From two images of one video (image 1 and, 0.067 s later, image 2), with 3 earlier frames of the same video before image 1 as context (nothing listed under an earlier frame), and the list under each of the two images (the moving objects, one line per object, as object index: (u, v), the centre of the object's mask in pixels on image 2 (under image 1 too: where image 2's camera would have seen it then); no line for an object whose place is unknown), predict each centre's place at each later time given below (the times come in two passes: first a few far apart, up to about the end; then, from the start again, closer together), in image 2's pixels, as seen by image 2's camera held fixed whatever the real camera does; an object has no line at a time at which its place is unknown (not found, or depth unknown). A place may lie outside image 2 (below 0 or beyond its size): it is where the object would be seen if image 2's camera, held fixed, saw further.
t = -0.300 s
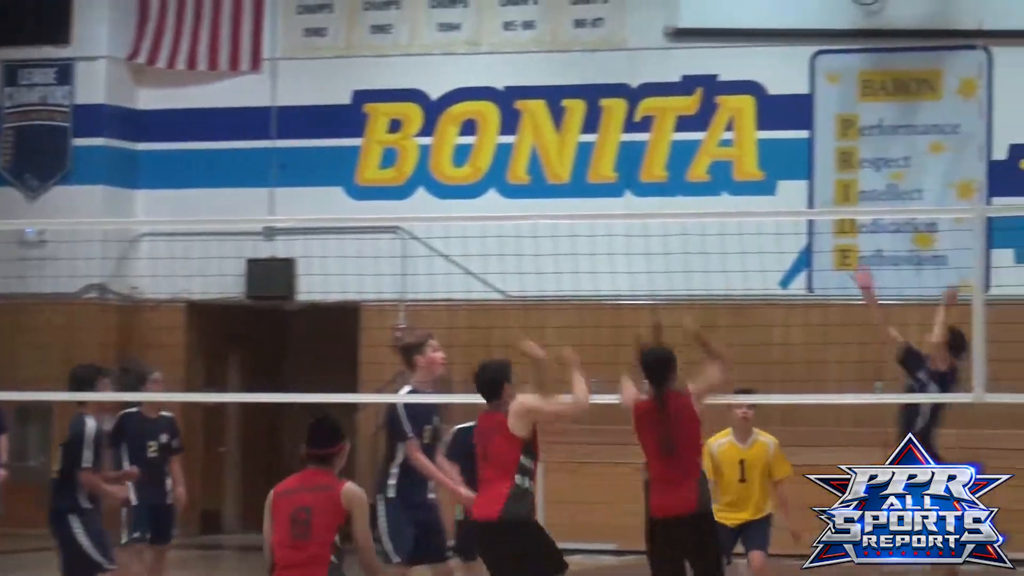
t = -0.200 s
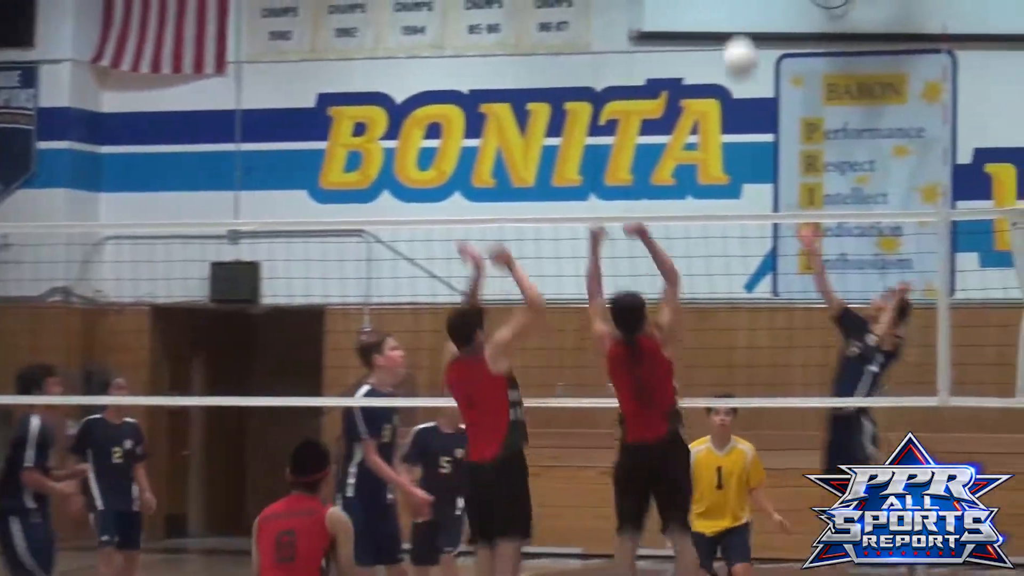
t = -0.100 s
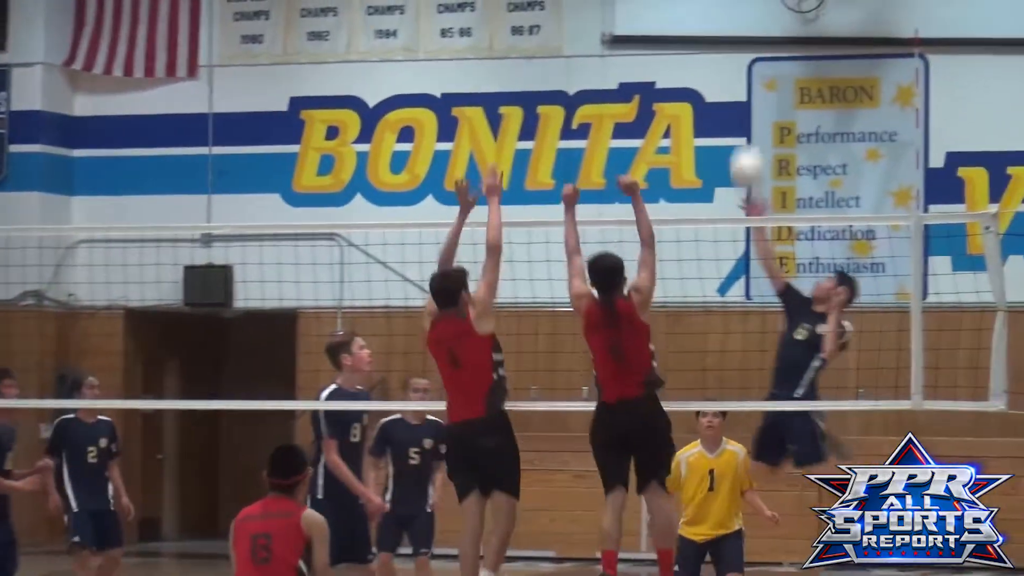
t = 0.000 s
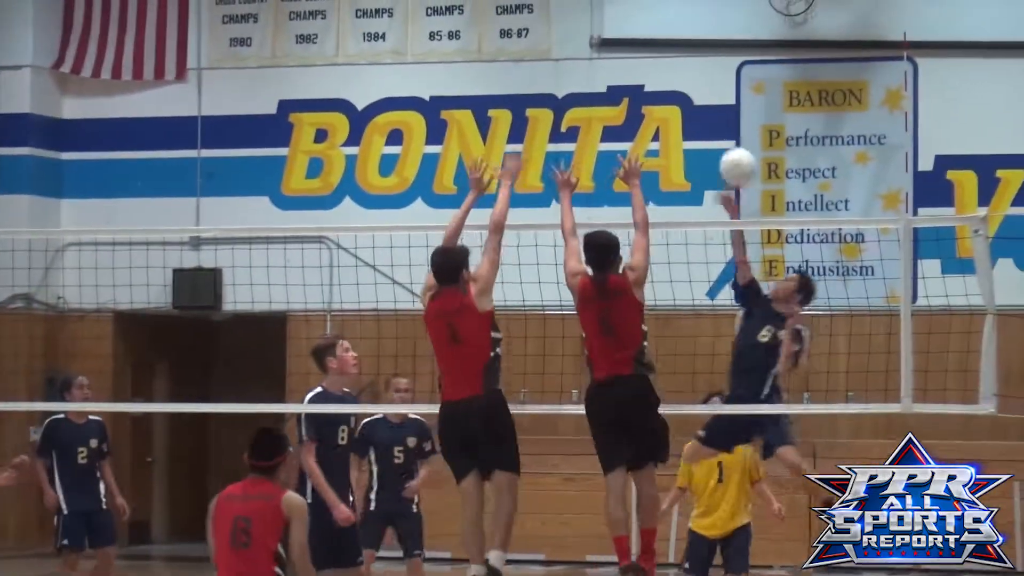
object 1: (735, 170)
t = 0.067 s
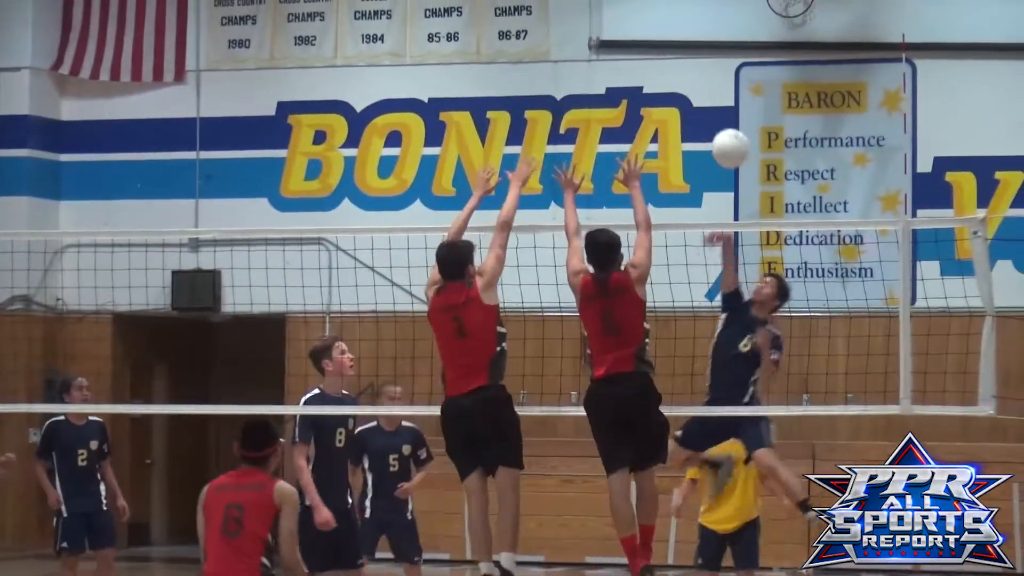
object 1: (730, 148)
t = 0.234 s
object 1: (712, 130)
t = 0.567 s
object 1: (663, 257)
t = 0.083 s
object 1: (729, 144)
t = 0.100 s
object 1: (727, 140)
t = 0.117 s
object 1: (726, 137)
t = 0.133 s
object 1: (724, 134)
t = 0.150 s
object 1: (722, 132)
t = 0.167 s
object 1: (720, 130)
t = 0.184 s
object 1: (718, 129)
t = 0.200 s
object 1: (716, 129)
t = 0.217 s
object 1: (714, 129)
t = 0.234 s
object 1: (712, 130)
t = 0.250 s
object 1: (710, 130)
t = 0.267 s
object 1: (708, 131)
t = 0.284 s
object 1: (706, 133)
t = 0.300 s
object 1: (703, 135)
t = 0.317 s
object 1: (701, 140)
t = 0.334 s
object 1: (699, 143)
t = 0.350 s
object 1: (696, 148)
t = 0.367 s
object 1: (694, 152)
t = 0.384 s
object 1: (692, 157)
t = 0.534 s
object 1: (668, 232)
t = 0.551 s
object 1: (665, 245)
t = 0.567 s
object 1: (663, 257)
